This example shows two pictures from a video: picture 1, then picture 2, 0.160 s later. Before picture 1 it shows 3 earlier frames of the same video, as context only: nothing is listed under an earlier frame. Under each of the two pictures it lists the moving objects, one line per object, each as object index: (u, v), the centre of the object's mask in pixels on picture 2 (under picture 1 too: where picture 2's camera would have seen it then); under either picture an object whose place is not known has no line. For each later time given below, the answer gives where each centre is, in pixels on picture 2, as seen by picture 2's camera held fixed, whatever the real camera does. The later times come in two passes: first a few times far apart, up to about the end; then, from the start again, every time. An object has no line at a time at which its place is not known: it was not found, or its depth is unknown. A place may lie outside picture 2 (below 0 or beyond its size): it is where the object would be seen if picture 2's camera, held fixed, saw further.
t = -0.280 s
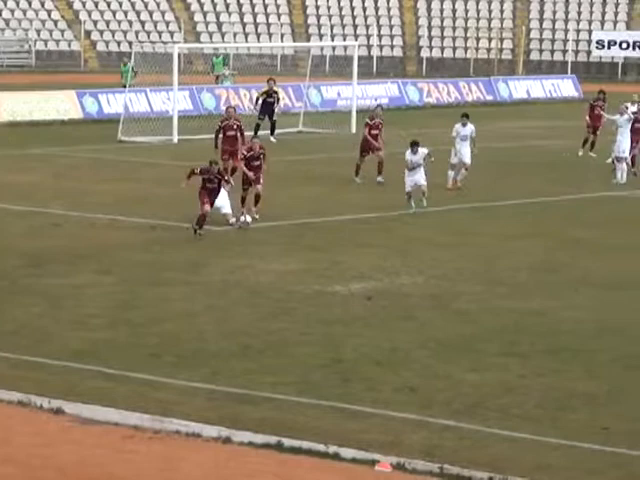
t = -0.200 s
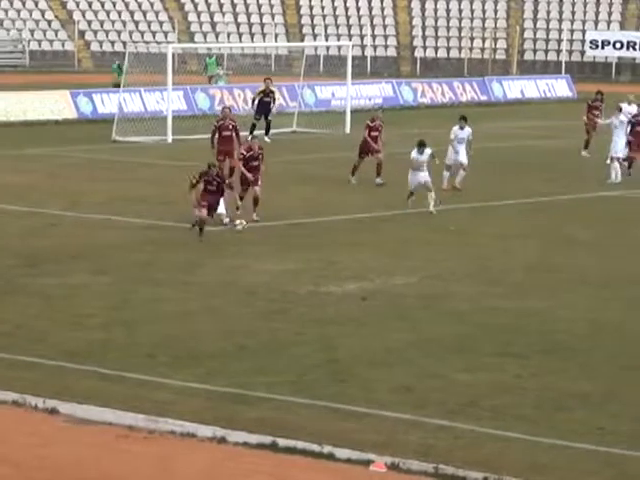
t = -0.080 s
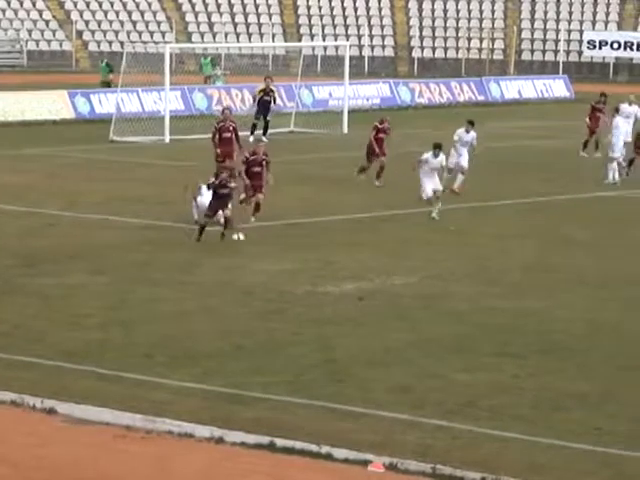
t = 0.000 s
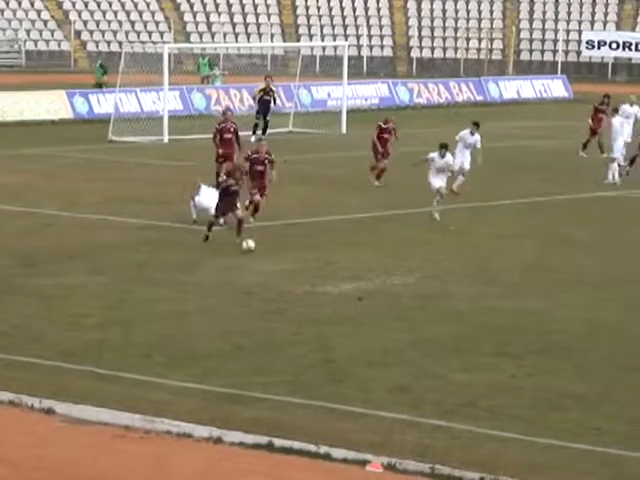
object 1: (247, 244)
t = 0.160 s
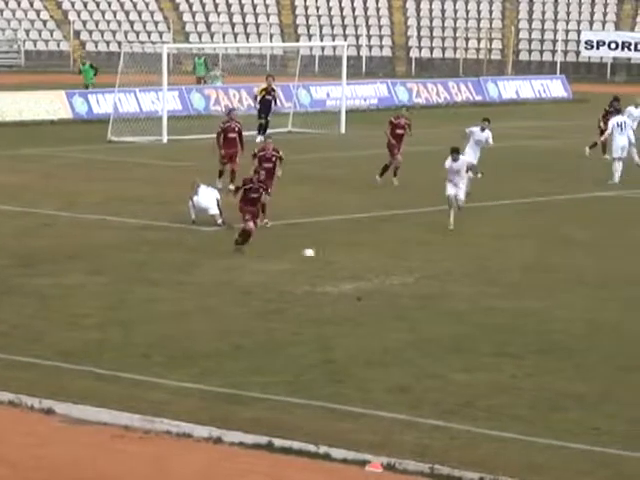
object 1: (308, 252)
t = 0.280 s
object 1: (351, 260)
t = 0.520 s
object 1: (430, 274)
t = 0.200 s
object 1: (324, 257)
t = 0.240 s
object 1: (338, 257)
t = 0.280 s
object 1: (351, 260)
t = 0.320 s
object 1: (366, 263)
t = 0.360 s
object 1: (380, 267)
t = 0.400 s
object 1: (392, 267)
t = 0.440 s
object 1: (406, 268)
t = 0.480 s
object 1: (417, 270)
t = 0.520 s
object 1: (430, 274)
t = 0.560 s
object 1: (442, 278)
